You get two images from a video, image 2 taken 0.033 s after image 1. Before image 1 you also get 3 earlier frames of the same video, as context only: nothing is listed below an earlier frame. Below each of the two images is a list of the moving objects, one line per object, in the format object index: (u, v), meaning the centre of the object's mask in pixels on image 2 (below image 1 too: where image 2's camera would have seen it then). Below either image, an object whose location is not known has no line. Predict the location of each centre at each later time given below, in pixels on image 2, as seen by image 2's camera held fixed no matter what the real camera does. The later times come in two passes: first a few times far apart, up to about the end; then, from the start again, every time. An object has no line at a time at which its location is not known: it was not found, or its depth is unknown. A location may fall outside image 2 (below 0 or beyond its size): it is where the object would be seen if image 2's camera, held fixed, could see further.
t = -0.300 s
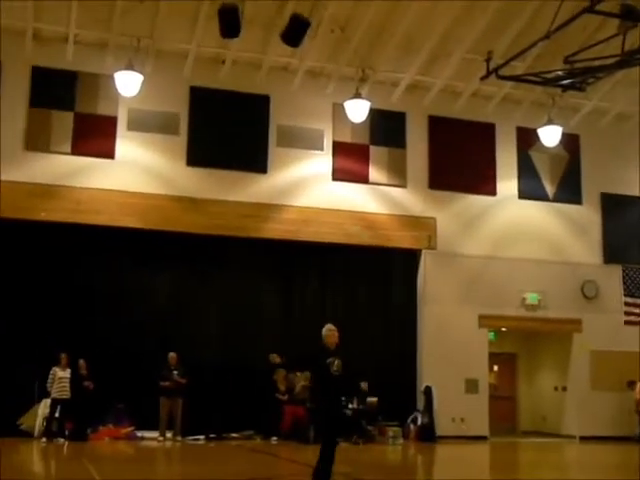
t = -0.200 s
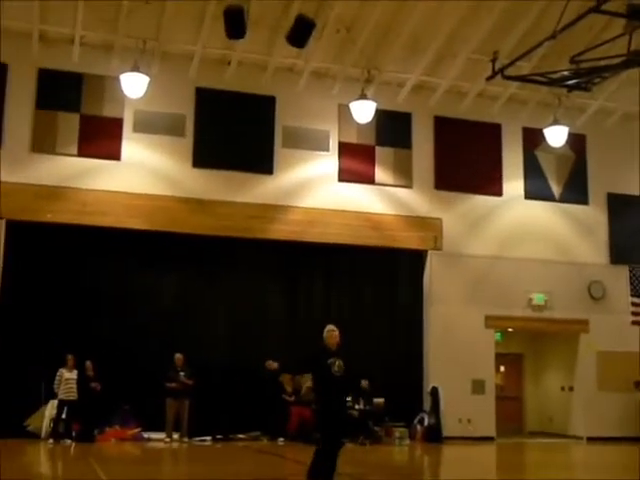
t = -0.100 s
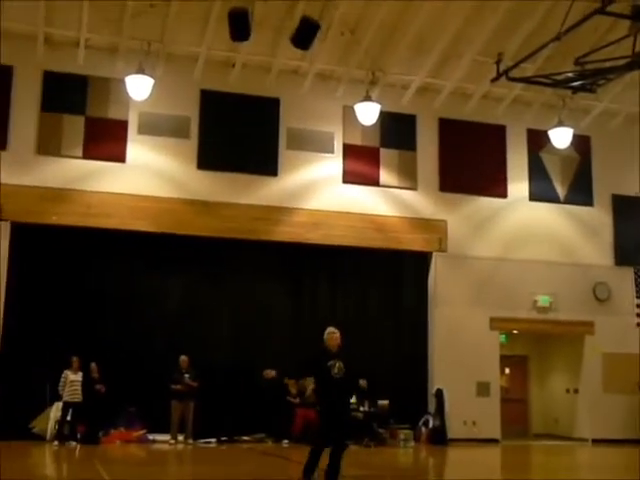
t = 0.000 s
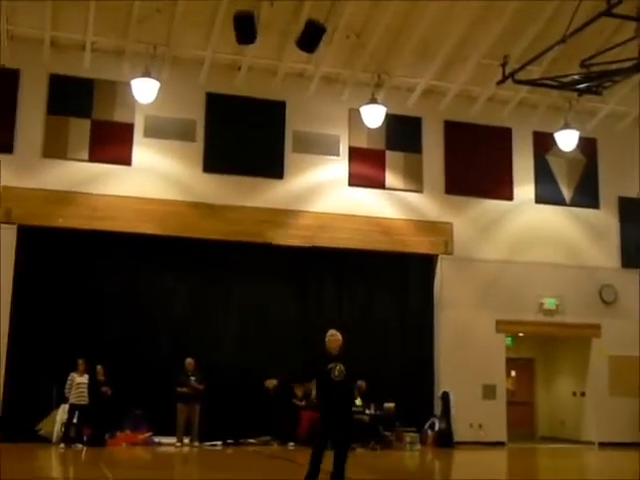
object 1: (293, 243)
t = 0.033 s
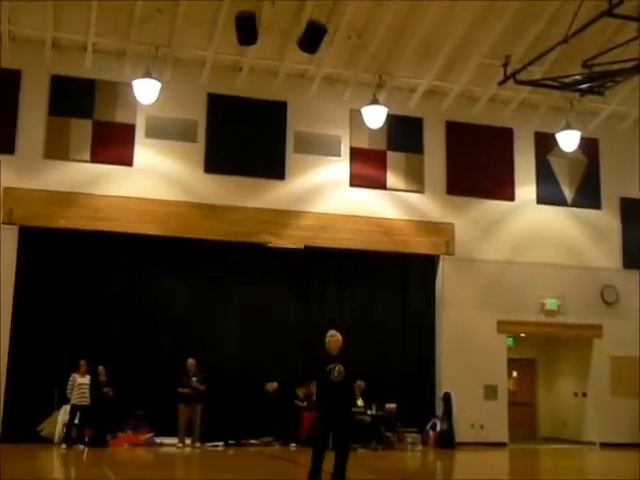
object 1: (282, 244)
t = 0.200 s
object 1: (246, 251)
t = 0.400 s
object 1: (220, 259)
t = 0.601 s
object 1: (200, 263)
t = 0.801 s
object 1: (188, 265)
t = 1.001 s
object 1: (182, 267)
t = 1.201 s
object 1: (181, 273)
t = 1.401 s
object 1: (182, 280)
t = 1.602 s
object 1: (184, 290)
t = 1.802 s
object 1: (186, 299)
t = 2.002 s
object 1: (186, 309)
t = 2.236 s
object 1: (185, 320)
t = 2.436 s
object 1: (192, 329)
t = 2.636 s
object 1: (200, 340)
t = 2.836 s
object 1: (207, 350)
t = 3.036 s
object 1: (225, 356)
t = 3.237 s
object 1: (248, 361)
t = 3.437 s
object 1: (278, 361)
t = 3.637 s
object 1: (303, 354)
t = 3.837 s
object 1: (316, 345)
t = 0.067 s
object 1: (274, 245)
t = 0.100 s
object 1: (267, 246)
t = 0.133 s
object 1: (259, 248)
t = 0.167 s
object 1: (252, 250)
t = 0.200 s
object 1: (246, 251)
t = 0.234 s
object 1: (240, 253)
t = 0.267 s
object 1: (235, 254)
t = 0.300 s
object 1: (231, 256)
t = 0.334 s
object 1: (227, 257)
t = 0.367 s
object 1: (222, 258)
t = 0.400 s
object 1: (220, 259)
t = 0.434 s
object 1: (216, 260)
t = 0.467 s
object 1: (213, 261)
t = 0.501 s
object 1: (210, 262)
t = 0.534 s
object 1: (207, 262)
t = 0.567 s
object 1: (203, 262)
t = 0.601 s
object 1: (200, 263)
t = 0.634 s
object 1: (199, 264)
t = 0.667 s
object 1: (196, 264)
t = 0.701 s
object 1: (193, 264)
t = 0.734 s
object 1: (192, 264)
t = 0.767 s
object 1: (190, 265)
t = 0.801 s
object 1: (188, 265)
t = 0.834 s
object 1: (186, 265)
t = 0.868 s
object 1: (185, 265)
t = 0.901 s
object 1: (184, 266)
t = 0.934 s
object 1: (183, 266)
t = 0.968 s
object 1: (183, 267)
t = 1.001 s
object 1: (182, 267)
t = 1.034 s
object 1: (182, 268)
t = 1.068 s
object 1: (181, 269)
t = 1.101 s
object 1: (180, 270)
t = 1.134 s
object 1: (181, 271)
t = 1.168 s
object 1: (180, 271)
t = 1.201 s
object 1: (181, 273)
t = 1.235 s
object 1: (180, 274)
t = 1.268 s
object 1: (181, 275)
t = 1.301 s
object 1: (180, 276)
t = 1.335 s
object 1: (181, 278)
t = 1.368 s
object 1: (183, 279)
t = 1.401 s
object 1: (182, 280)
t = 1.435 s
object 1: (183, 282)
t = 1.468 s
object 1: (182, 283)
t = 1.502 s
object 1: (184, 285)
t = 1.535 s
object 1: (183, 286)
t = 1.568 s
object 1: (184, 288)
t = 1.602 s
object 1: (184, 290)
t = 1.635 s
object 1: (184, 291)
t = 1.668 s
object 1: (185, 293)
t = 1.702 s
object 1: (186, 294)
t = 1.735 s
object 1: (186, 296)
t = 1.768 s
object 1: (186, 297)
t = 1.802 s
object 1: (186, 299)
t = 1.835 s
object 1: (186, 301)
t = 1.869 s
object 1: (187, 302)
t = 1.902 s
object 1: (187, 304)
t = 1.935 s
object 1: (186, 306)
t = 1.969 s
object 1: (186, 307)
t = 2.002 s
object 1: (186, 309)
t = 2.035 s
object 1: (186, 311)
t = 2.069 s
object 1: (186, 312)
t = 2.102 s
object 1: (186, 314)
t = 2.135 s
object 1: (186, 315)
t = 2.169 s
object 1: (186, 317)
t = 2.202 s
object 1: (185, 319)
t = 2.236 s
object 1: (185, 320)
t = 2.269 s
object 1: (185, 322)
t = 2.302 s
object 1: (187, 323)
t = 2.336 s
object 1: (188, 325)
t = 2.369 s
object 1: (189, 326)
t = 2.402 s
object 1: (191, 328)
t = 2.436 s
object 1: (192, 329)
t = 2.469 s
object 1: (193, 331)
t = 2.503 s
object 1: (195, 333)
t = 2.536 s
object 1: (195, 335)
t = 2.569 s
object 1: (197, 336)
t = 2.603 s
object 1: (198, 338)
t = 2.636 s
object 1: (200, 340)
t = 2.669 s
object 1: (201, 342)
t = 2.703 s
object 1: (202, 343)
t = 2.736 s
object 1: (203, 345)
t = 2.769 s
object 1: (205, 347)
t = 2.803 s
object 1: (206, 348)
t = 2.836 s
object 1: (207, 350)
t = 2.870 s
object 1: (210, 351)
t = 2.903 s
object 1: (214, 351)
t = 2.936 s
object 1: (217, 352)
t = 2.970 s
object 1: (219, 353)
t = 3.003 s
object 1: (222, 354)
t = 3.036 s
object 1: (225, 356)
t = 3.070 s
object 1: (229, 357)
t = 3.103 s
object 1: (232, 358)
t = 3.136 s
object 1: (235, 359)
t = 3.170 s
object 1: (239, 359)
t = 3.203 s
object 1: (244, 360)
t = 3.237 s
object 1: (248, 361)
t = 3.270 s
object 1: (254, 361)
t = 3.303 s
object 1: (258, 362)
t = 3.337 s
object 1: (263, 362)
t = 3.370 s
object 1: (268, 361)
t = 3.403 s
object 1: (273, 361)
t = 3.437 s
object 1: (278, 361)
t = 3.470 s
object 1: (283, 360)
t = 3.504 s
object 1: (287, 359)
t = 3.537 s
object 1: (292, 358)
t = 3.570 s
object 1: (296, 357)
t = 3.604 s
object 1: (299, 355)
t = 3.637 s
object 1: (303, 354)
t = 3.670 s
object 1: (306, 352)
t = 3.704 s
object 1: (308, 351)
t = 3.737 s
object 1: (311, 349)
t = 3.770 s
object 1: (312, 348)
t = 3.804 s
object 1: (314, 346)
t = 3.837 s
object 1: (316, 345)
